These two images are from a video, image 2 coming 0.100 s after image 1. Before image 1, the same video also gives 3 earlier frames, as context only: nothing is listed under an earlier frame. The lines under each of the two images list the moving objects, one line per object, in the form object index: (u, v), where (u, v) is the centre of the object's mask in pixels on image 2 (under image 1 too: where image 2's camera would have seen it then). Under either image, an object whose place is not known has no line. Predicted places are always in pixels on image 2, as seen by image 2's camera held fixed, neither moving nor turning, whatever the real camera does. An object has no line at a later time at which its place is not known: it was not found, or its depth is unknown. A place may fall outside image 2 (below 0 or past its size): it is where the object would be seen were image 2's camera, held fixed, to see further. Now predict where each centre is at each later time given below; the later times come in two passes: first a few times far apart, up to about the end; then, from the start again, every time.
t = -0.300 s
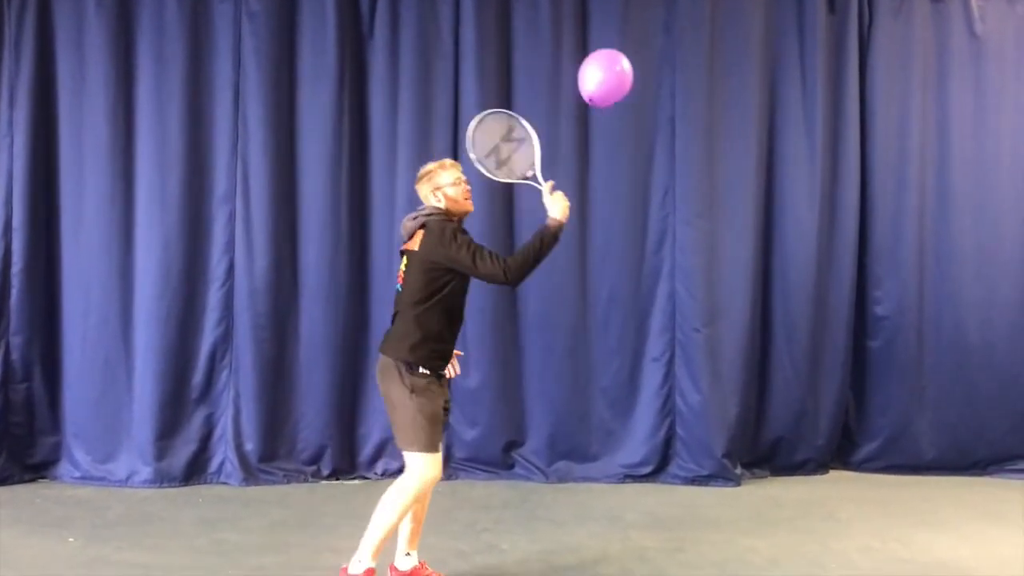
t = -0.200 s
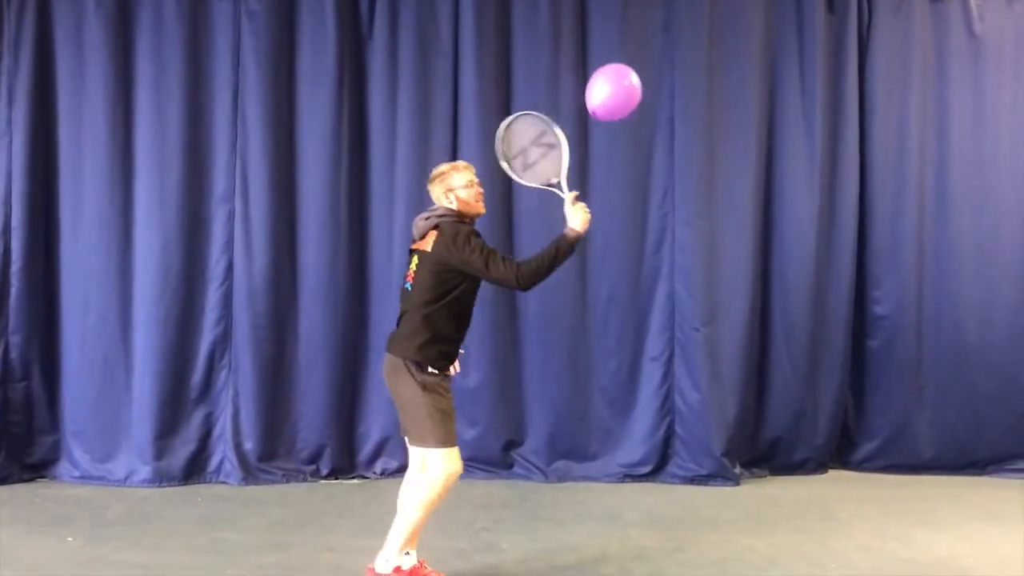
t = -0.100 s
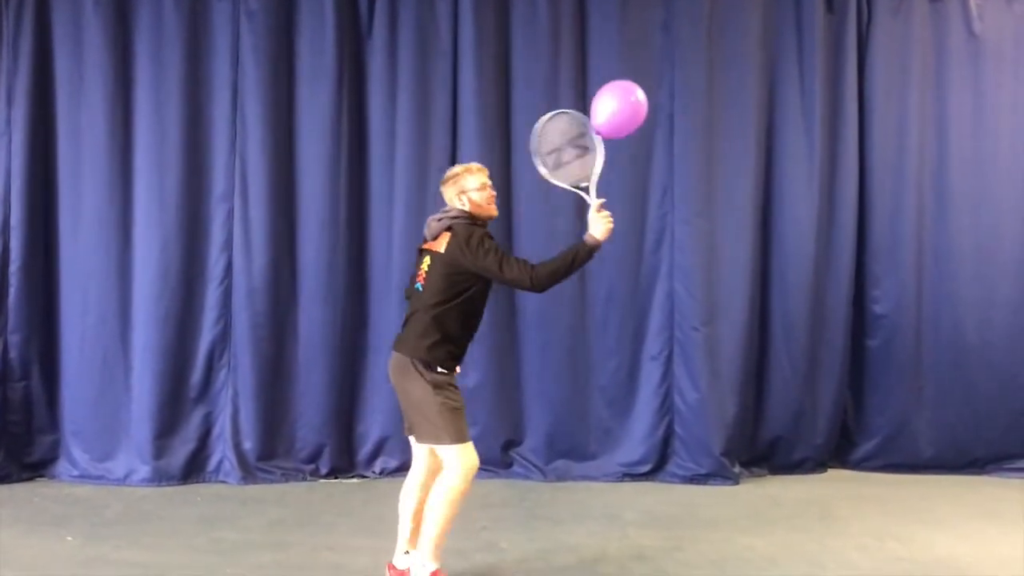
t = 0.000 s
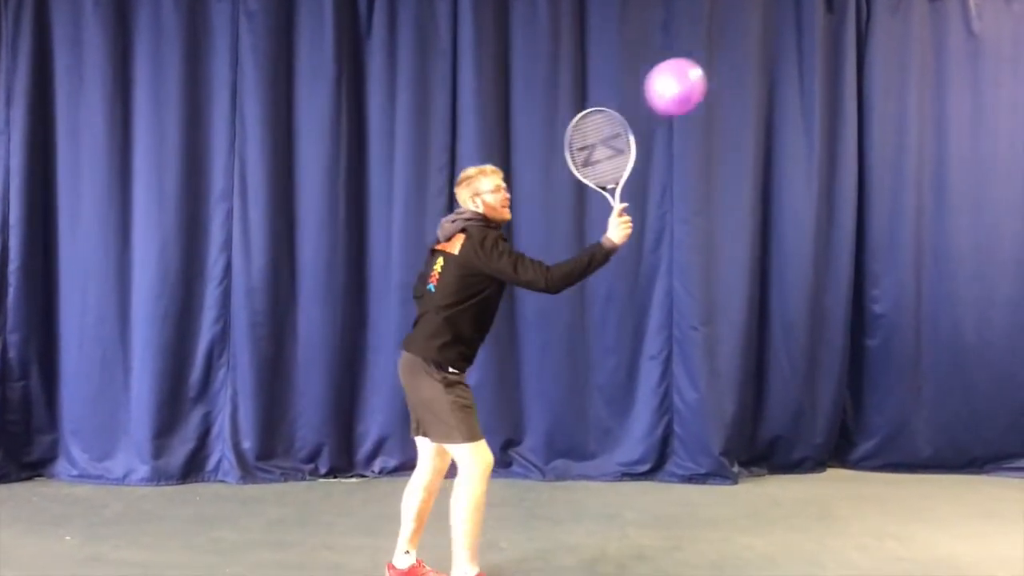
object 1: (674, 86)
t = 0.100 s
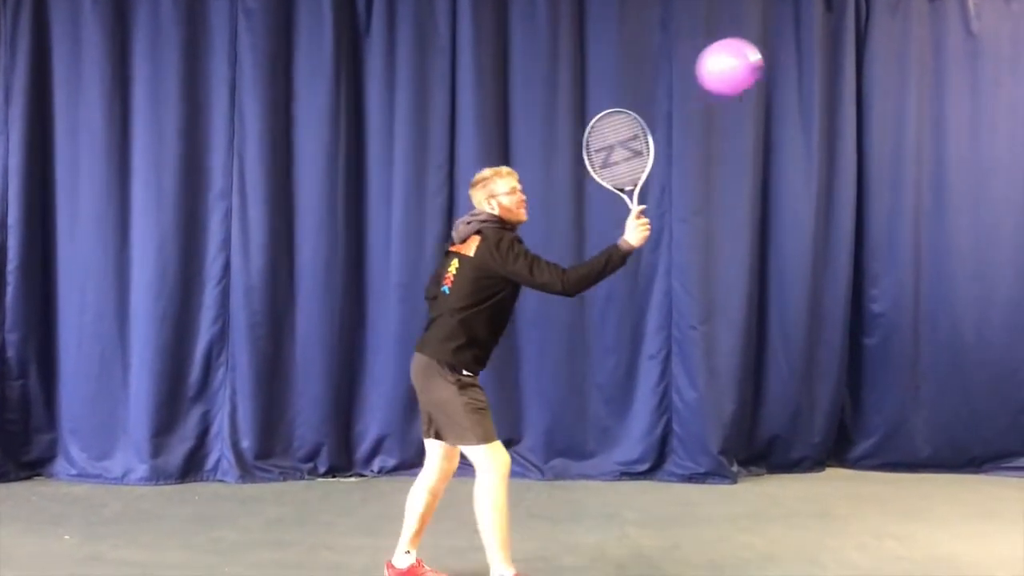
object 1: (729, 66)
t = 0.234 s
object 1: (788, 46)
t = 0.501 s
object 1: (852, 35)
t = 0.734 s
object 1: (883, 57)
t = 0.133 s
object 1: (745, 61)
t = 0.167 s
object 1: (761, 55)
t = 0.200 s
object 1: (775, 51)
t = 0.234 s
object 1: (788, 46)
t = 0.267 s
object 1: (800, 42)
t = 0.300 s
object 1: (810, 39)
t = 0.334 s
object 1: (819, 37)
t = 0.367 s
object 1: (827, 35)
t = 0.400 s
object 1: (834, 34)
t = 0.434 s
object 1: (841, 34)
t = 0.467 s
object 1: (847, 34)
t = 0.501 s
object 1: (852, 35)
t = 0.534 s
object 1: (858, 37)
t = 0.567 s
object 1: (863, 39)
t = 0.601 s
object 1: (867, 42)
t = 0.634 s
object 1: (872, 45)
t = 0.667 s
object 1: (876, 49)
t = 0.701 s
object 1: (880, 53)
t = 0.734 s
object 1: (883, 57)
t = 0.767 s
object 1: (887, 62)
